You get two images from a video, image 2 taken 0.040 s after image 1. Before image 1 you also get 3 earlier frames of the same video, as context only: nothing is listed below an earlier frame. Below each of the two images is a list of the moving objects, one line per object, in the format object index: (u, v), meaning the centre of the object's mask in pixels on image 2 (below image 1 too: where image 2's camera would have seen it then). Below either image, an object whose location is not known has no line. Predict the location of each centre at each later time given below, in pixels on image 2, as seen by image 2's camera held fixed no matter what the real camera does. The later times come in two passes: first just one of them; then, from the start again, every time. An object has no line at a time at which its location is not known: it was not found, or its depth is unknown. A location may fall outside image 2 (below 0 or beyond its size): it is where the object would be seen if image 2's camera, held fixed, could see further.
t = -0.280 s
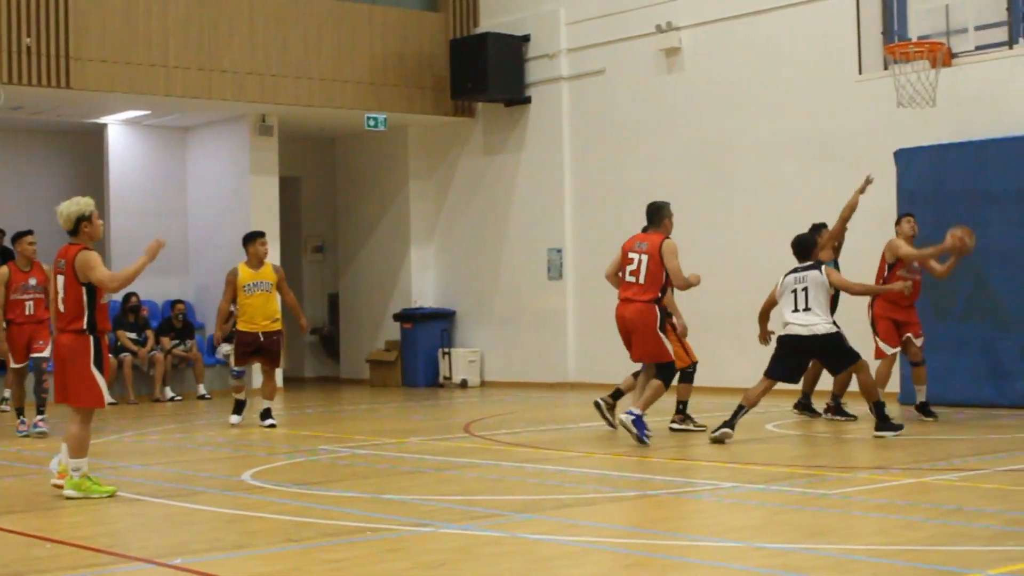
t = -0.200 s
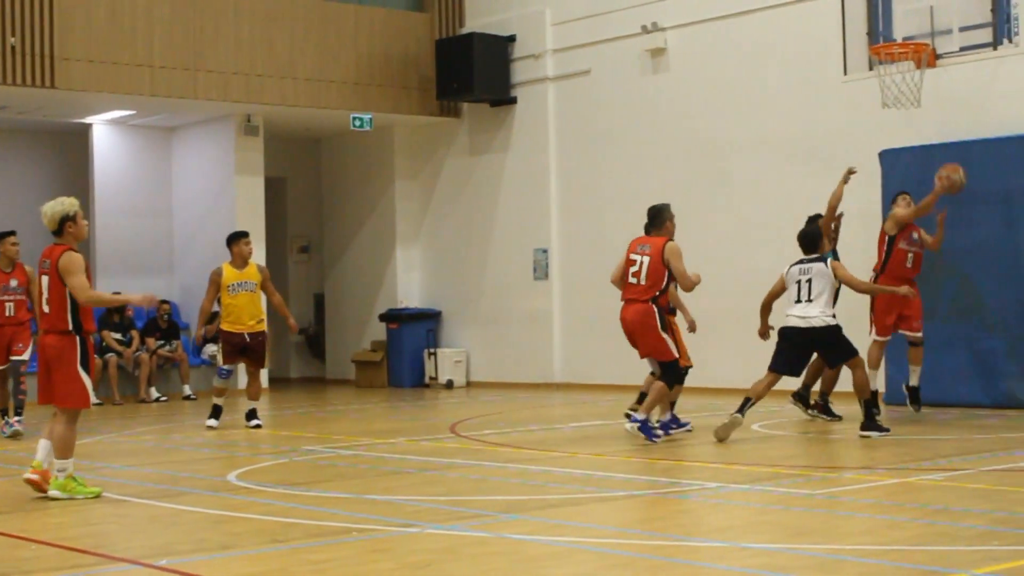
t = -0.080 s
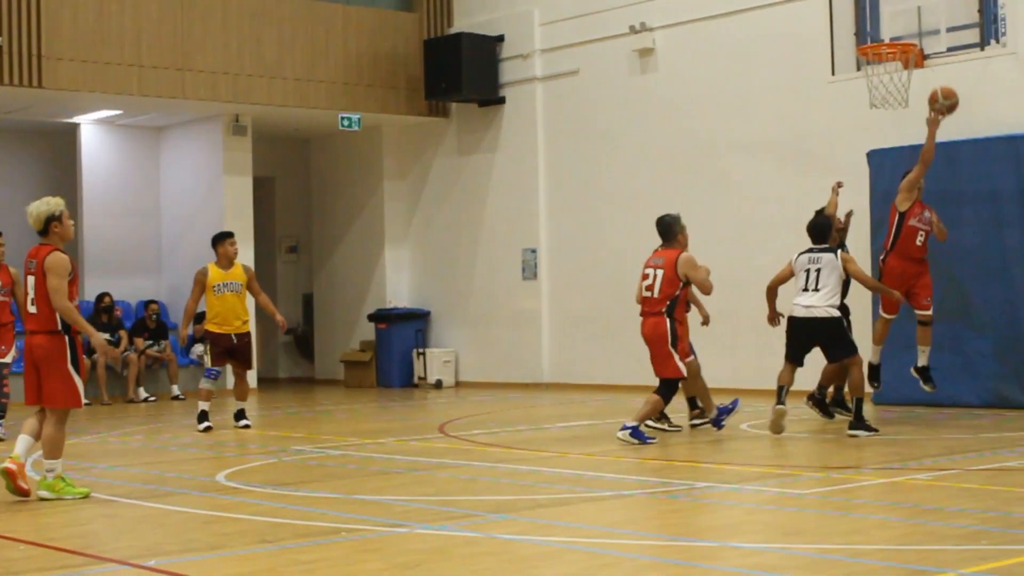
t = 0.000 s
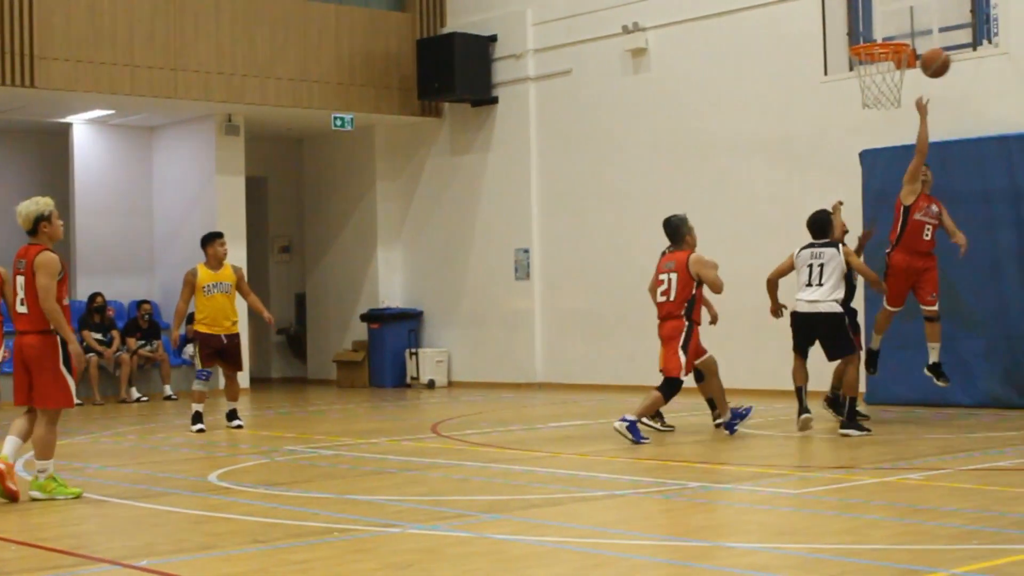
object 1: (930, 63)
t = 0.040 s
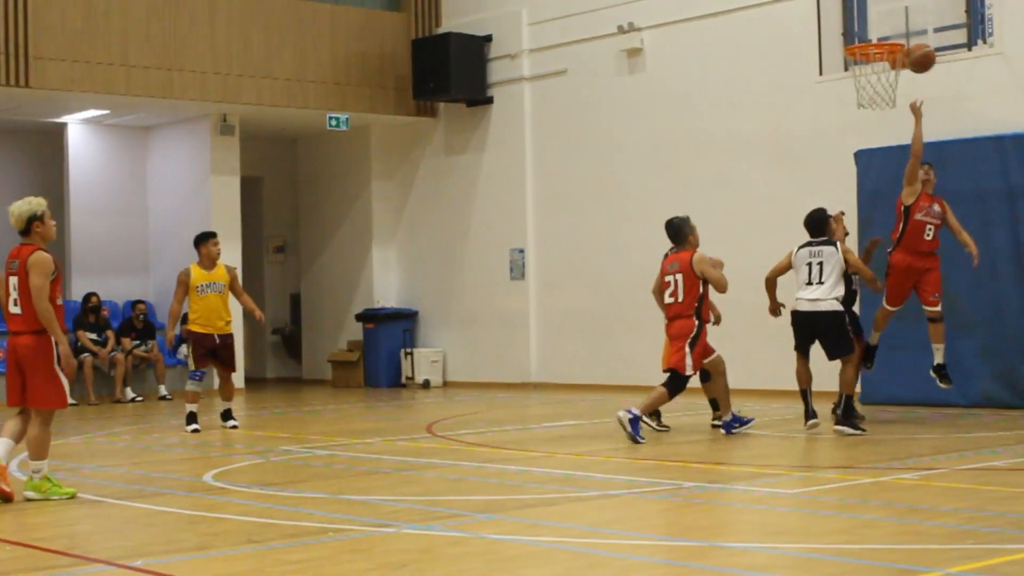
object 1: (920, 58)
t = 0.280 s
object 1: (943, 103)
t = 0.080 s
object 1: (921, 60)
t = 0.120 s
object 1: (925, 64)
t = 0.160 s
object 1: (930, 70)
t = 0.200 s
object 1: (934, 79)
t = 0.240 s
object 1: (939, 90)
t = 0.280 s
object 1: (943, 103)
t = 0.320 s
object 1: (949, 118)
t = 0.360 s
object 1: (954, 135)
